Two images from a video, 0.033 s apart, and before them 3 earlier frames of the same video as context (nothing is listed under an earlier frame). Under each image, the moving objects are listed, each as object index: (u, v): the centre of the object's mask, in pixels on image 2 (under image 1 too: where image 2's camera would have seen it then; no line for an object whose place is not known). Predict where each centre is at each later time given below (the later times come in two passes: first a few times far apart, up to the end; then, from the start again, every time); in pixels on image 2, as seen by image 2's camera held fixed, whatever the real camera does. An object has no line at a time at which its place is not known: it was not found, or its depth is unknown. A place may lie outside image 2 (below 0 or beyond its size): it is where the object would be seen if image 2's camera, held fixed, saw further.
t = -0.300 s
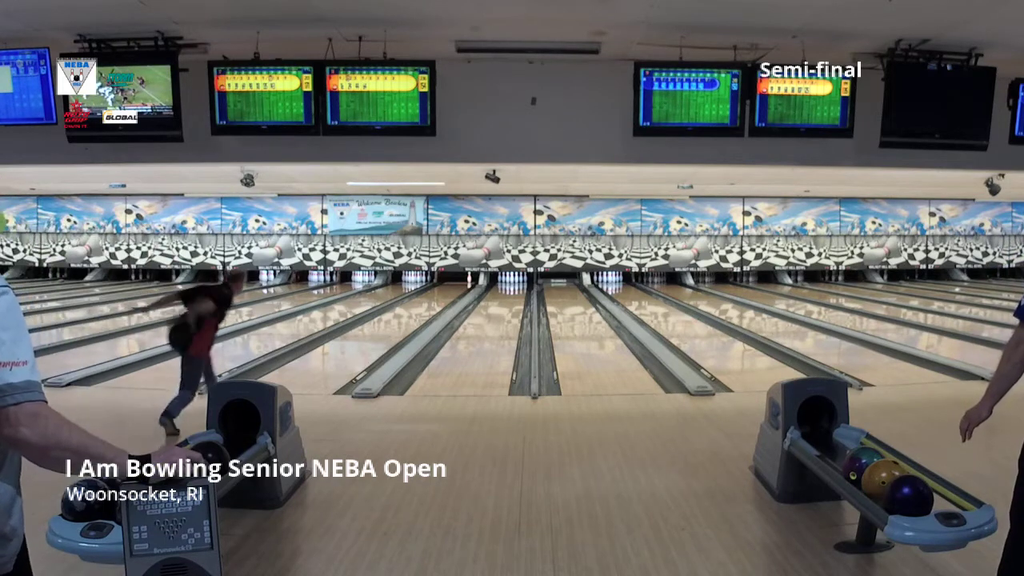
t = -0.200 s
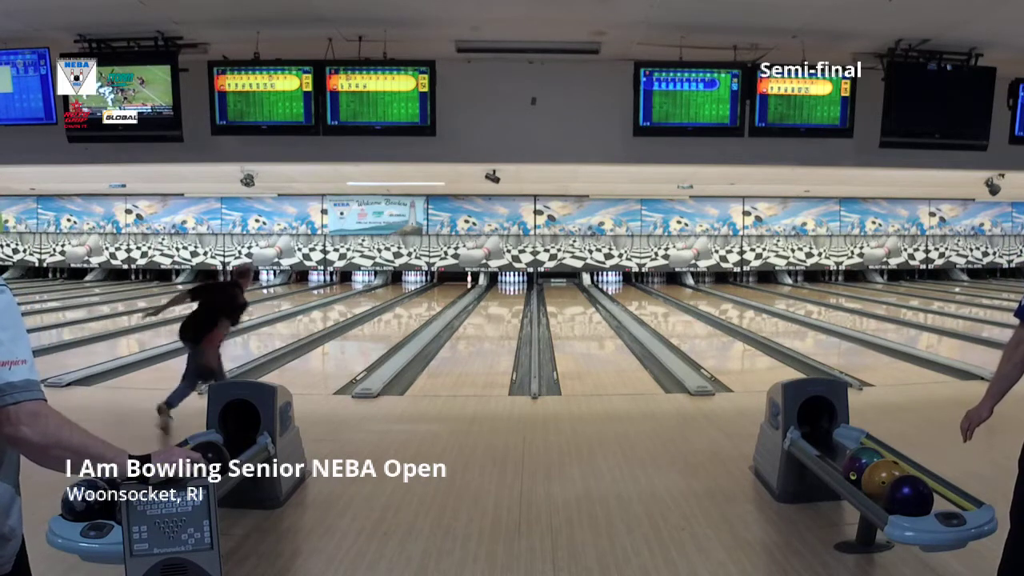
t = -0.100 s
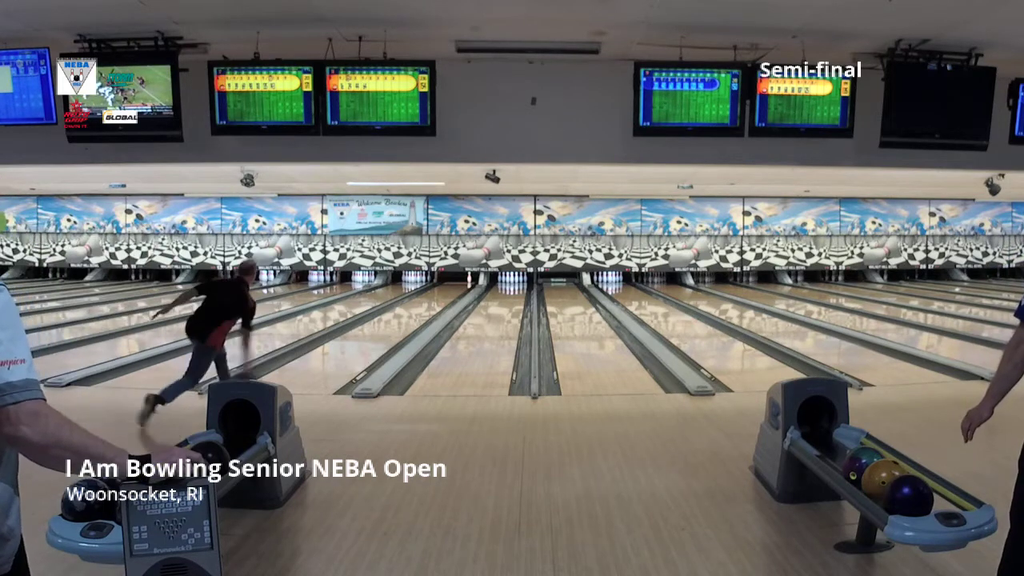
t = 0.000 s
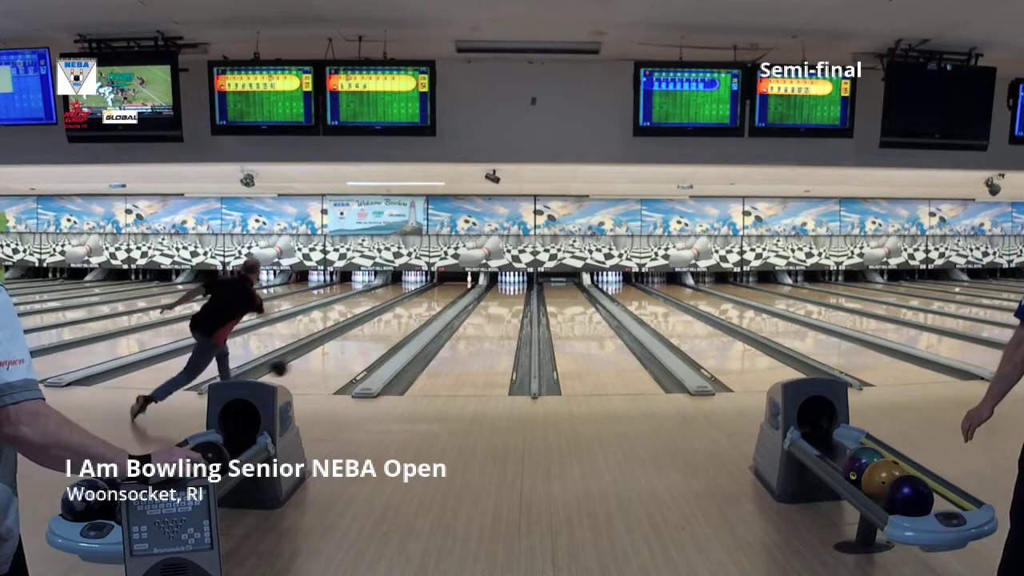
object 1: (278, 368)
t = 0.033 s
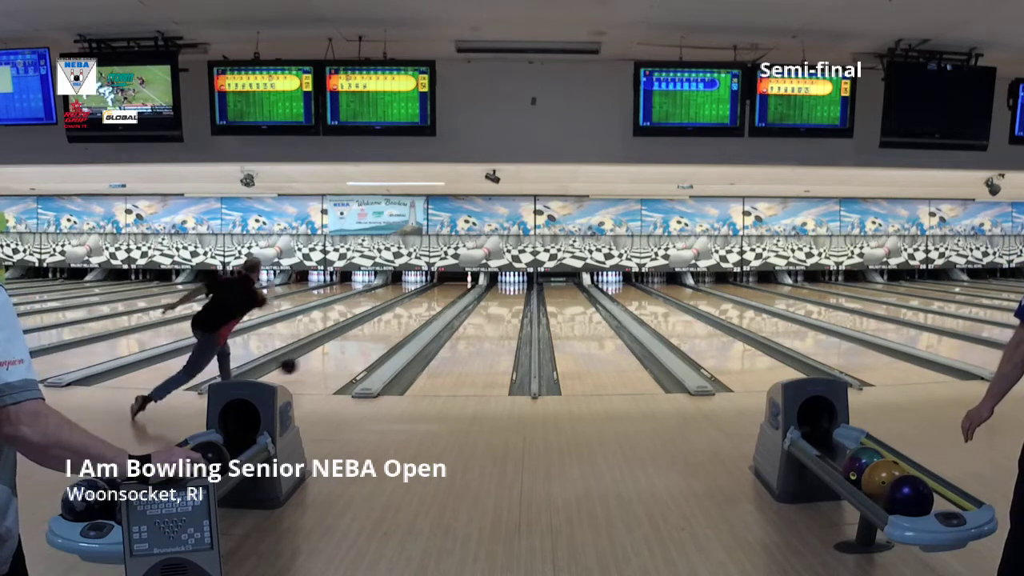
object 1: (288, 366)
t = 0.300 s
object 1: (345, 343)
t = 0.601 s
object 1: (386, 322)
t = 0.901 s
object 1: (414, 308)
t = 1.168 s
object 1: (431, 299)
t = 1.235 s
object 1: (435, 298)
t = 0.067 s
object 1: (297, 364)
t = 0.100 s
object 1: (305, 363)
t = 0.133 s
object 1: (313, 360)
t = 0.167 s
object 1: (320, 356)
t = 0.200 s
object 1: (327, 352)
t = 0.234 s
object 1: (333, 349)
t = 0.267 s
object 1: (340, 346)
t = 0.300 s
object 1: (345, 343)
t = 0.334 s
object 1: (351, 340)
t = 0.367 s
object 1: (356, 338)
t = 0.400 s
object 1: (361, 335)
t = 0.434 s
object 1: (365, 333)
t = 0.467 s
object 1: (370, 331)
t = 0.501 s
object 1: (374, 328)
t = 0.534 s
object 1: (378, 326)
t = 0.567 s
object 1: (382, 324)
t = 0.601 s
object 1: (386, 322)
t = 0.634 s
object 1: (389, 321)
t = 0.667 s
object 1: (393, 319)
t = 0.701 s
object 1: (397, 317)
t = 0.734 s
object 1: (399, 316)
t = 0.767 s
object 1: (403, 314)
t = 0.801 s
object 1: (406, 313)
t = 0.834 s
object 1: (408, 311)
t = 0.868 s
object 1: (411, 310)
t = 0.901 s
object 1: (414, 308)
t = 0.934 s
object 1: (416, 307)
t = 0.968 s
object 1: (418, 306)
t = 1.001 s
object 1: (421, 305)
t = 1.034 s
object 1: (423, 304)
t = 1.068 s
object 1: (425, 302)
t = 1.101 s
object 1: (427, 301)
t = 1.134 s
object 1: (429, 300)
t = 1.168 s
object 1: (431, 299)
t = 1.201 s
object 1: (433, 299)
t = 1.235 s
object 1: (435, 298)
